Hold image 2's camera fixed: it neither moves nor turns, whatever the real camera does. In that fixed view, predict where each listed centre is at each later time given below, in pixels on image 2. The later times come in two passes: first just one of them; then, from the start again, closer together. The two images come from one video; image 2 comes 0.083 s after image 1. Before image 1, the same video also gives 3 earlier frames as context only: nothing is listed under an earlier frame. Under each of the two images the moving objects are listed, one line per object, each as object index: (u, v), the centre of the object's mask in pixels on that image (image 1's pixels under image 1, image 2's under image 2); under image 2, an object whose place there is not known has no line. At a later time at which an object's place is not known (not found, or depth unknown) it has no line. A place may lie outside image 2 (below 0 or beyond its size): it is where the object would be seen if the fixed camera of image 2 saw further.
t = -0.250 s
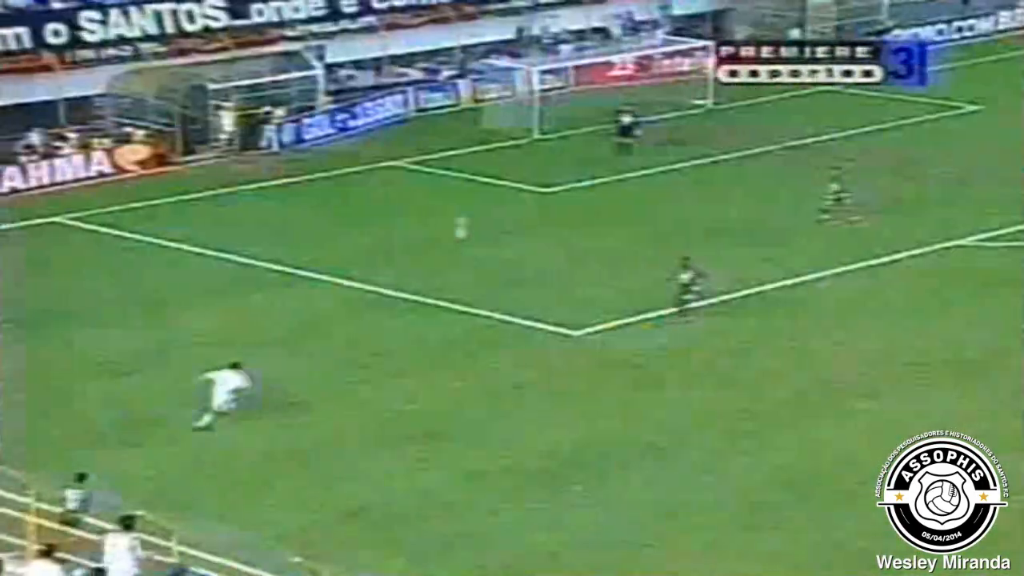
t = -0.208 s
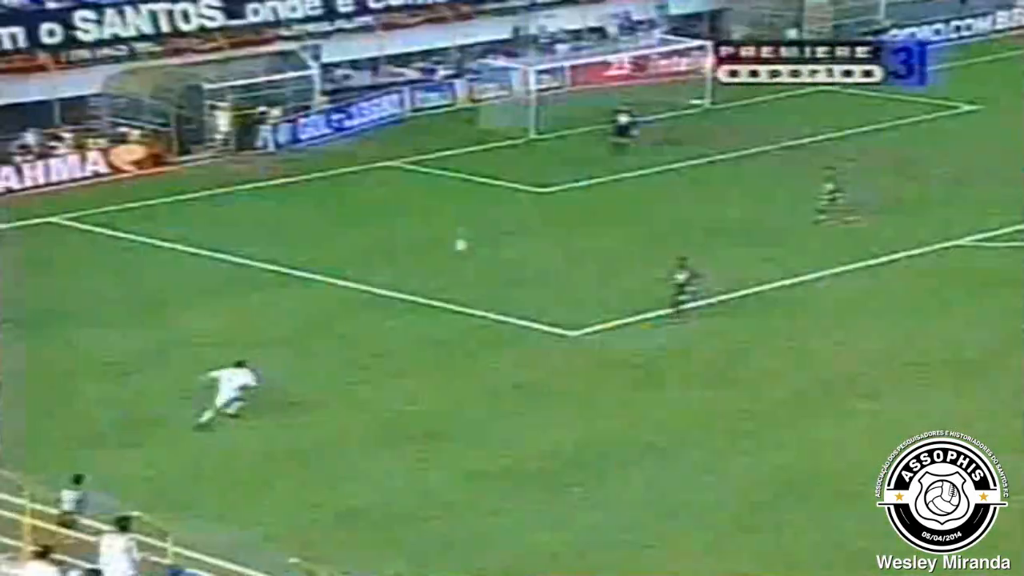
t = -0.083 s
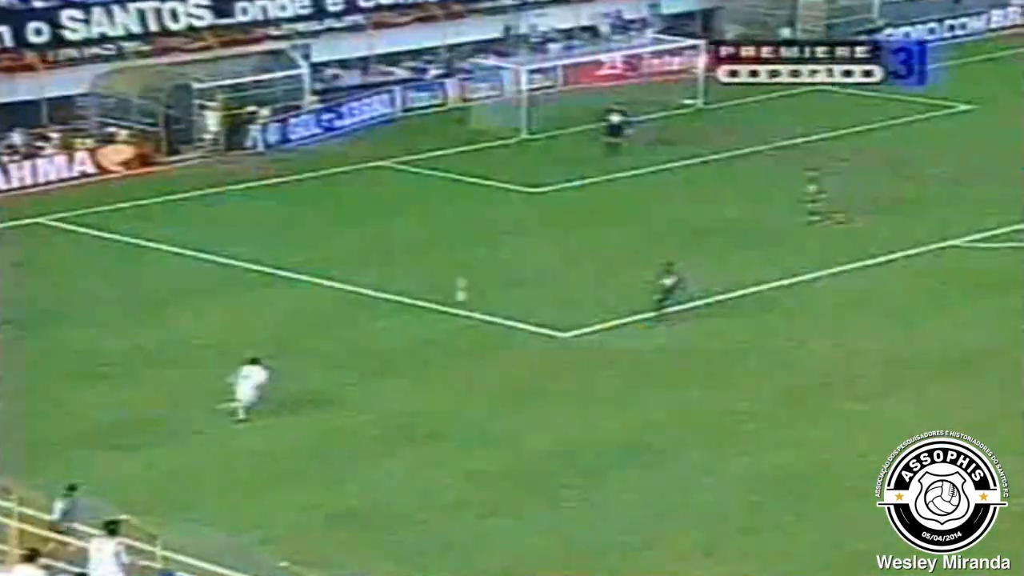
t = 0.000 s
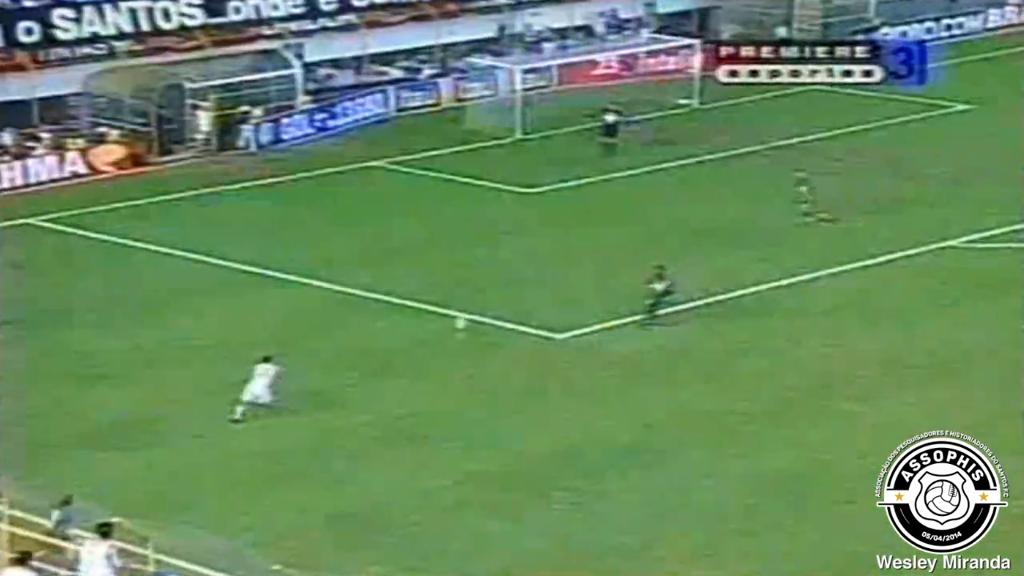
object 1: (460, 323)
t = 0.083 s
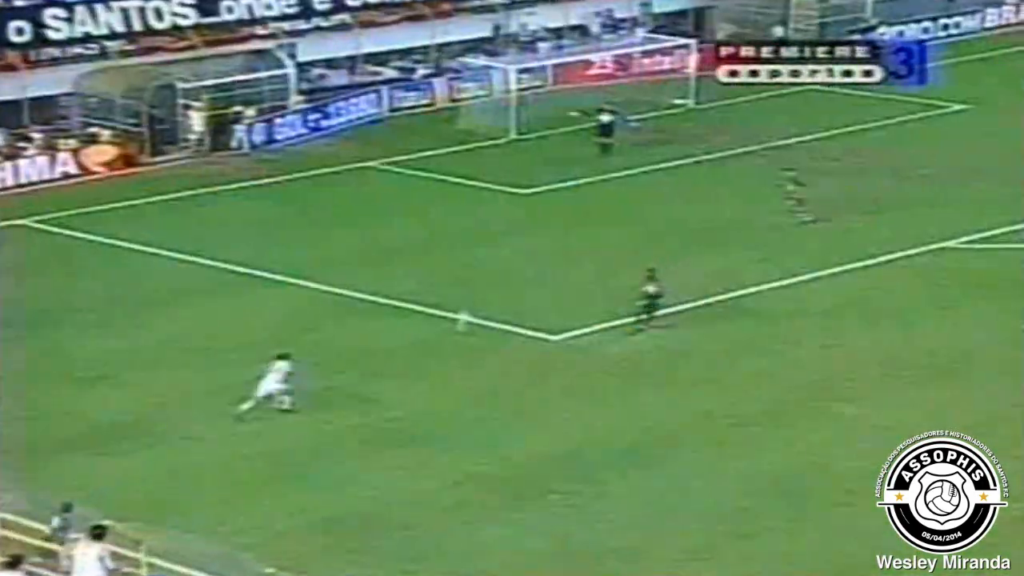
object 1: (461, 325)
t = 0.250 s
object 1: (480, 273)
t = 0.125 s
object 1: (468, 307)
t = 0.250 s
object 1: (480, 273)
